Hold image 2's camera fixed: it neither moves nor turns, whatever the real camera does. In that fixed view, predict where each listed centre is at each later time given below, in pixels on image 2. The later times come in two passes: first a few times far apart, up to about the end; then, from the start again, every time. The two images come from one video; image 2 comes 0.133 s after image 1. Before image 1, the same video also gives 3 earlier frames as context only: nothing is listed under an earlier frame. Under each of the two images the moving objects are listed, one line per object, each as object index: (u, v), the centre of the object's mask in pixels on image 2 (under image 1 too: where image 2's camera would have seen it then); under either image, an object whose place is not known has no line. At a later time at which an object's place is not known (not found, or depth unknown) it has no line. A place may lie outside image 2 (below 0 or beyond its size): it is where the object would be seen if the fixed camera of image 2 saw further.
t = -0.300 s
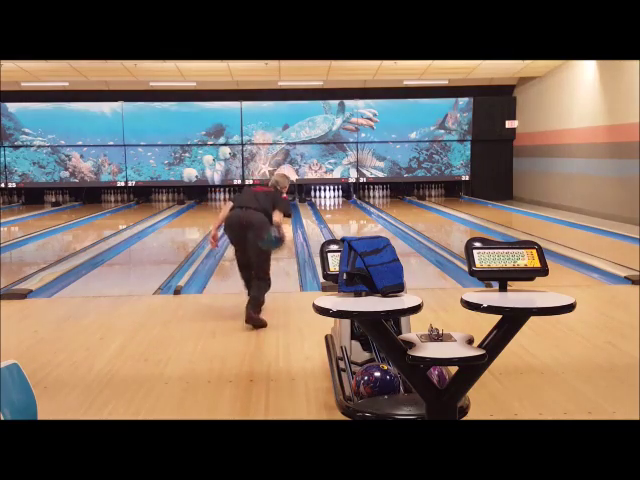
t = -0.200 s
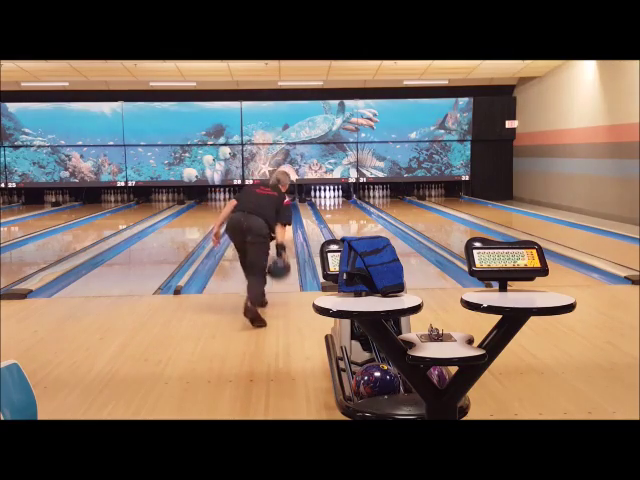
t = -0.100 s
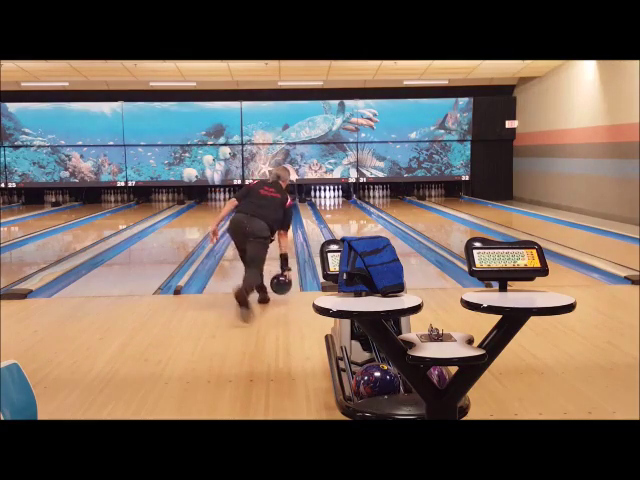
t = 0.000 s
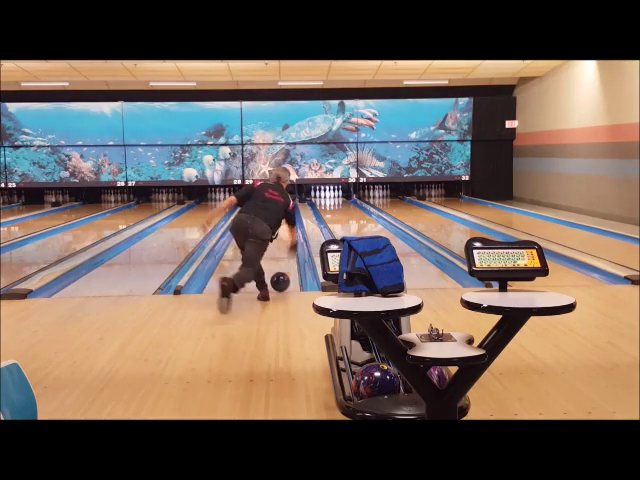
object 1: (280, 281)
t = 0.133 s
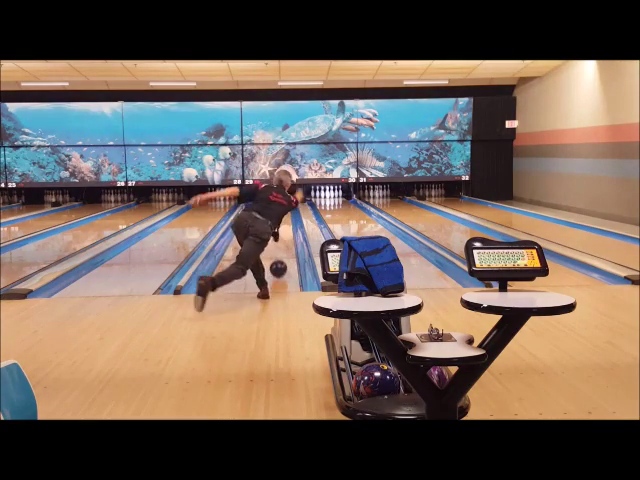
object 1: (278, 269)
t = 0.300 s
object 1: (276, 256)
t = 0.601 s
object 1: (274, 237)
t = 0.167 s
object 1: (278, 265)
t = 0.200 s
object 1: (277, 267)
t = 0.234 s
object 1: (277, 265)
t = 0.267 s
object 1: (277, 260)
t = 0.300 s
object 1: (276, 256)
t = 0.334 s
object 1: (276, 253)
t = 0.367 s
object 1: (276, 251)
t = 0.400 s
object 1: (275, 248)
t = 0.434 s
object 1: (275, 246)
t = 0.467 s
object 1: (275, 244)
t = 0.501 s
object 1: (274, 242)
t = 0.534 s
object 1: (274, 240)
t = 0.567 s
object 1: (274, 239)
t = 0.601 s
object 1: (274, 237)
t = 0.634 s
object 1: (273, 235)
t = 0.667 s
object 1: (273, 234)
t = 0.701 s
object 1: (273, 233)
